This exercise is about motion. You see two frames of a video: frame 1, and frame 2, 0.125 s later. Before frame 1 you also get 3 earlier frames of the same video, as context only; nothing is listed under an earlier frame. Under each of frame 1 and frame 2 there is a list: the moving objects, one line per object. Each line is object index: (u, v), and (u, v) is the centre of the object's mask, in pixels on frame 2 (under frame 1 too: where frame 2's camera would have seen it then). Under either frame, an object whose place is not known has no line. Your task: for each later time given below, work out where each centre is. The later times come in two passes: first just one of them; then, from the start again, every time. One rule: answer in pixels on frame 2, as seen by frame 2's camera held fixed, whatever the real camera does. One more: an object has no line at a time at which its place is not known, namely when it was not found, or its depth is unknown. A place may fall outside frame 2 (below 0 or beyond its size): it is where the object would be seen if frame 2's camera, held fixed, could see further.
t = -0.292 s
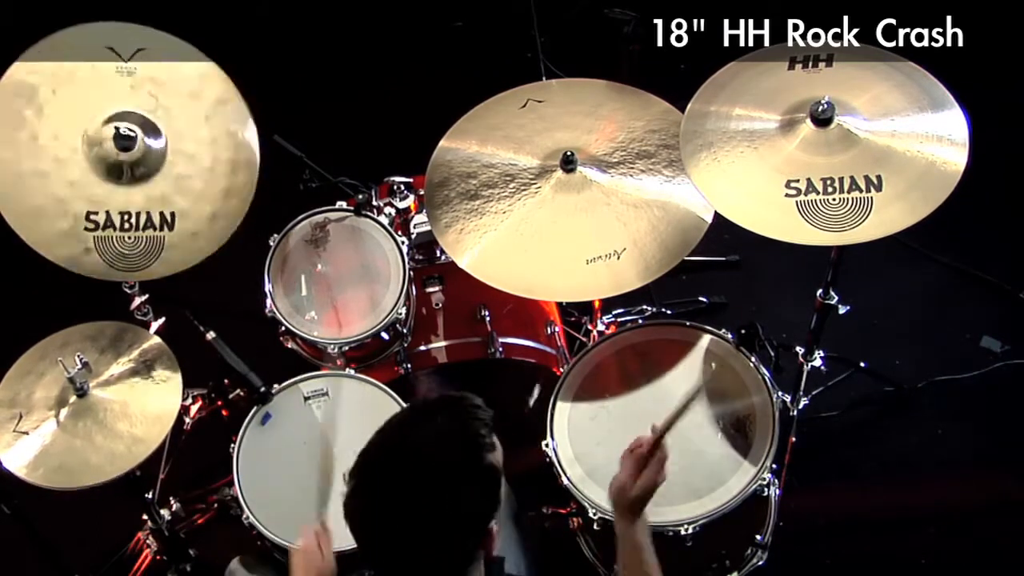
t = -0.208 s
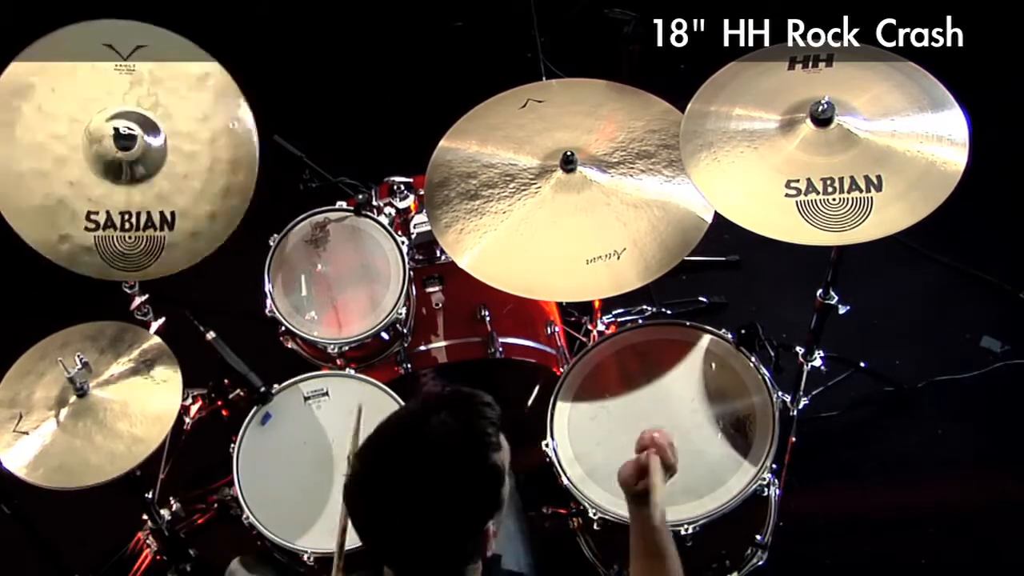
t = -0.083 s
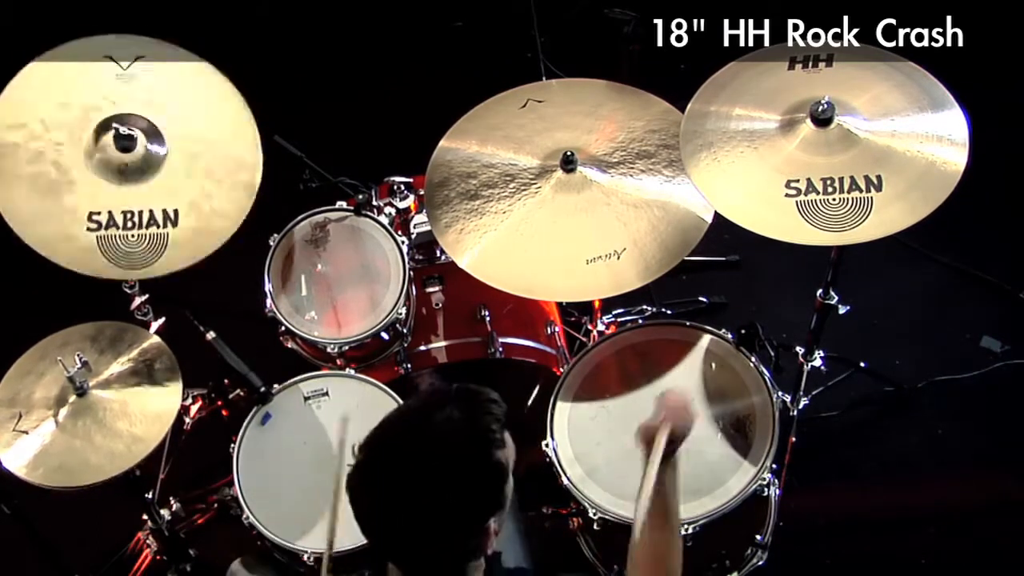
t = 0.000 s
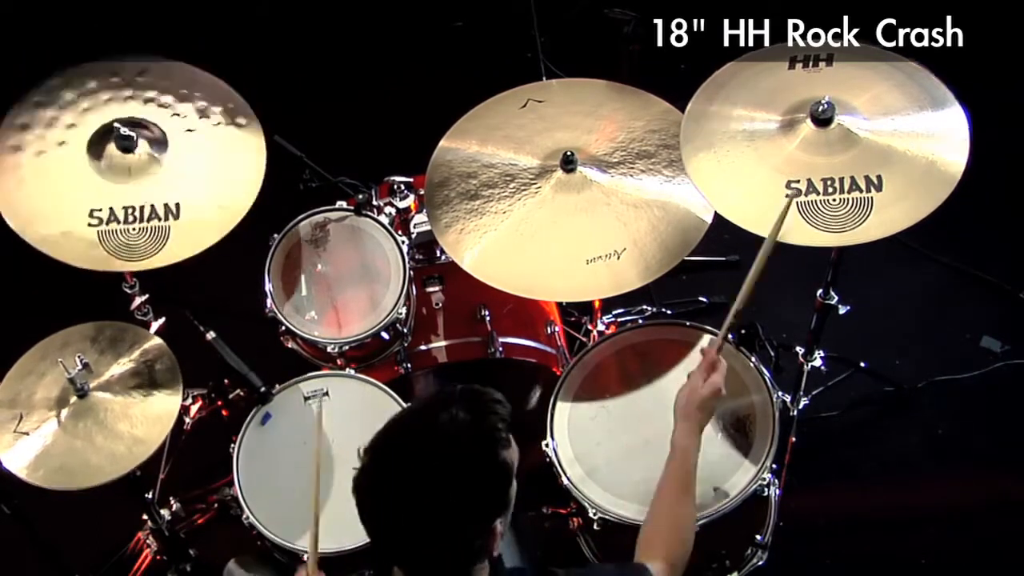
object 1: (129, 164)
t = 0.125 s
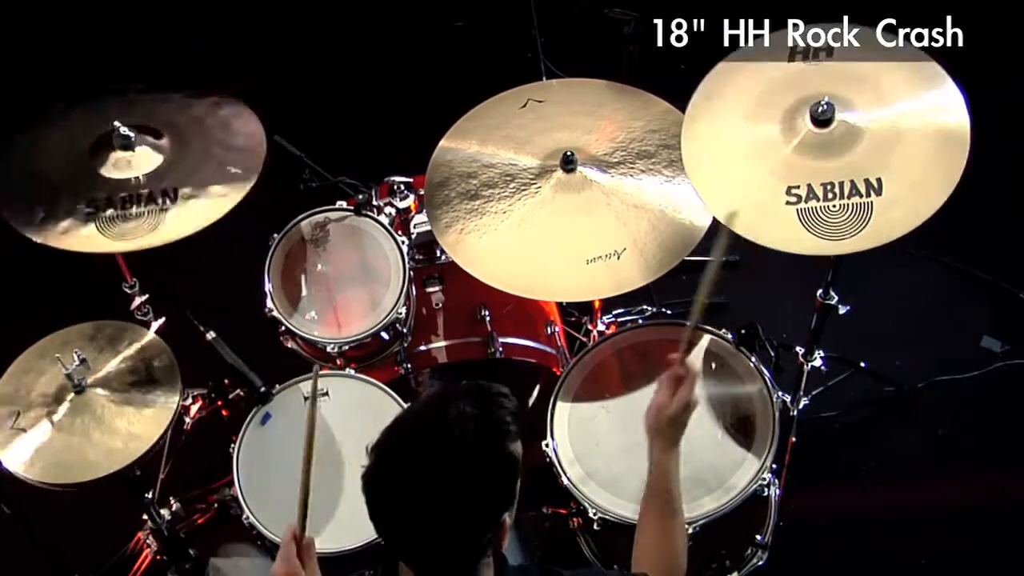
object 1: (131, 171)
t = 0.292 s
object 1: (131, 167)
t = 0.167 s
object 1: (131, 171)
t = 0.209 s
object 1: (131, 171)
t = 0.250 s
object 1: (131, 171)
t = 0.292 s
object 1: (131, 167)
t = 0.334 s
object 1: (129, 165)
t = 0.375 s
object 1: (127, 164)
